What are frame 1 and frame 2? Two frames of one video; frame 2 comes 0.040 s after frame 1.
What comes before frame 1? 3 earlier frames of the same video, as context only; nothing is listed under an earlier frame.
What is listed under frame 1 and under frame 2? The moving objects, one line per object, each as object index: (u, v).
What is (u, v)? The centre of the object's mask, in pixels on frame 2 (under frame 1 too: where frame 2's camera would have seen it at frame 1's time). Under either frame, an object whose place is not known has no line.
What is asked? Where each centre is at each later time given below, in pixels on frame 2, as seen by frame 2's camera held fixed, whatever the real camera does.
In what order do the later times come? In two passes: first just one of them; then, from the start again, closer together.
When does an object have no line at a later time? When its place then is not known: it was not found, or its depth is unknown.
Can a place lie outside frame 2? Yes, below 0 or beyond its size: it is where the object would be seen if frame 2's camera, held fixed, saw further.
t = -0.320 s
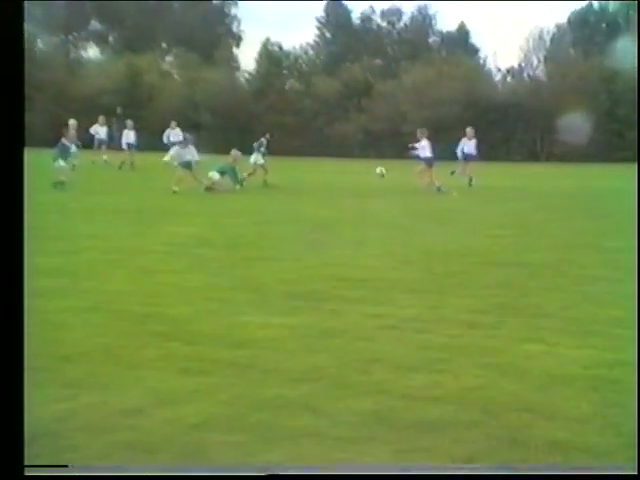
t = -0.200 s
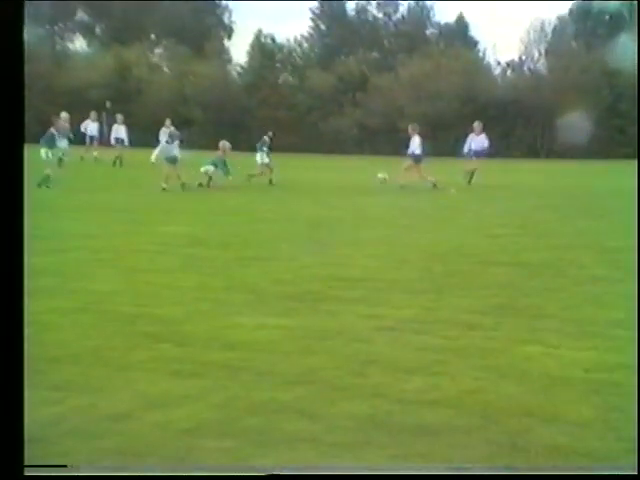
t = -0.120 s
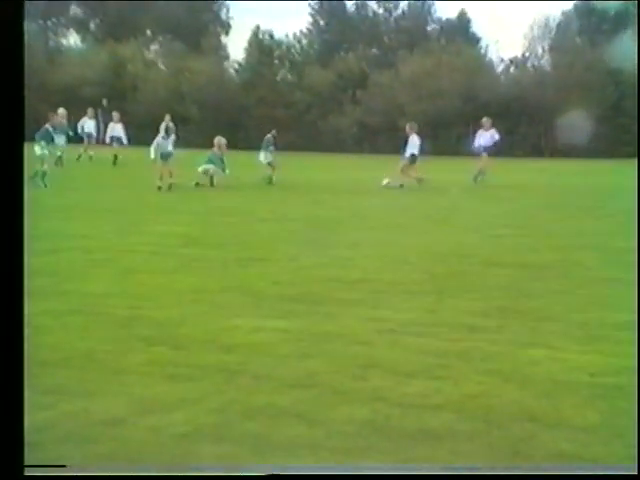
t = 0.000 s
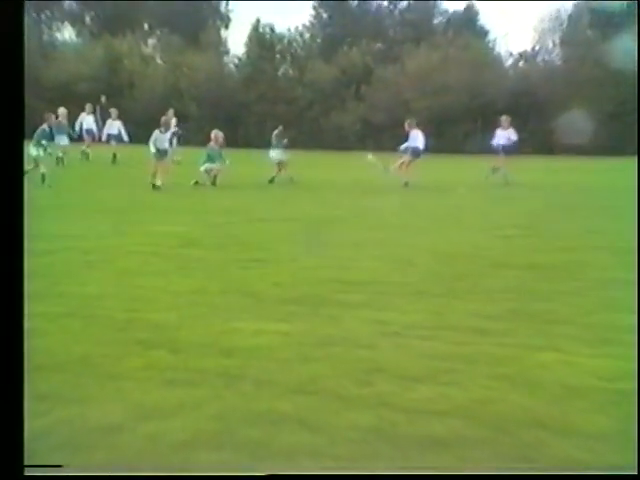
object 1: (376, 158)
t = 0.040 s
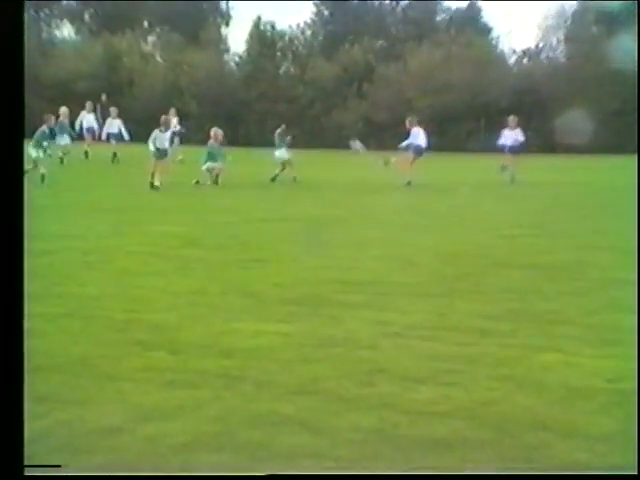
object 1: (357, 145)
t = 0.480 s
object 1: (193, 71)
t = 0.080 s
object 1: (343, 136)
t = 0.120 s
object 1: (327, 127)
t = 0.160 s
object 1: (312, 117)
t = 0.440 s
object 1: (208, 74)
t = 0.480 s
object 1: (193, 71)
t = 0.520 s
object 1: (178, 68)
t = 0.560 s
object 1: (164, 67)
